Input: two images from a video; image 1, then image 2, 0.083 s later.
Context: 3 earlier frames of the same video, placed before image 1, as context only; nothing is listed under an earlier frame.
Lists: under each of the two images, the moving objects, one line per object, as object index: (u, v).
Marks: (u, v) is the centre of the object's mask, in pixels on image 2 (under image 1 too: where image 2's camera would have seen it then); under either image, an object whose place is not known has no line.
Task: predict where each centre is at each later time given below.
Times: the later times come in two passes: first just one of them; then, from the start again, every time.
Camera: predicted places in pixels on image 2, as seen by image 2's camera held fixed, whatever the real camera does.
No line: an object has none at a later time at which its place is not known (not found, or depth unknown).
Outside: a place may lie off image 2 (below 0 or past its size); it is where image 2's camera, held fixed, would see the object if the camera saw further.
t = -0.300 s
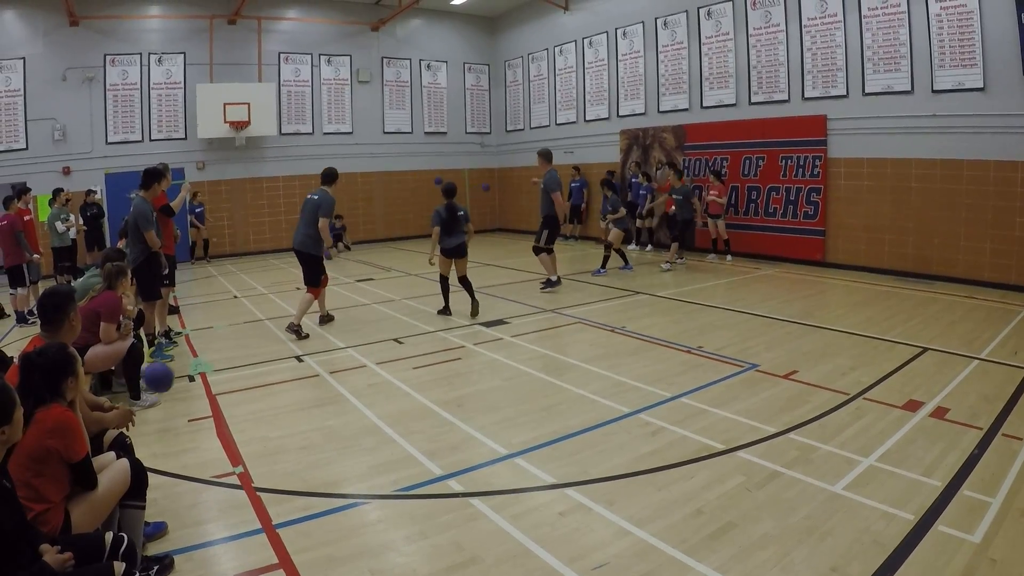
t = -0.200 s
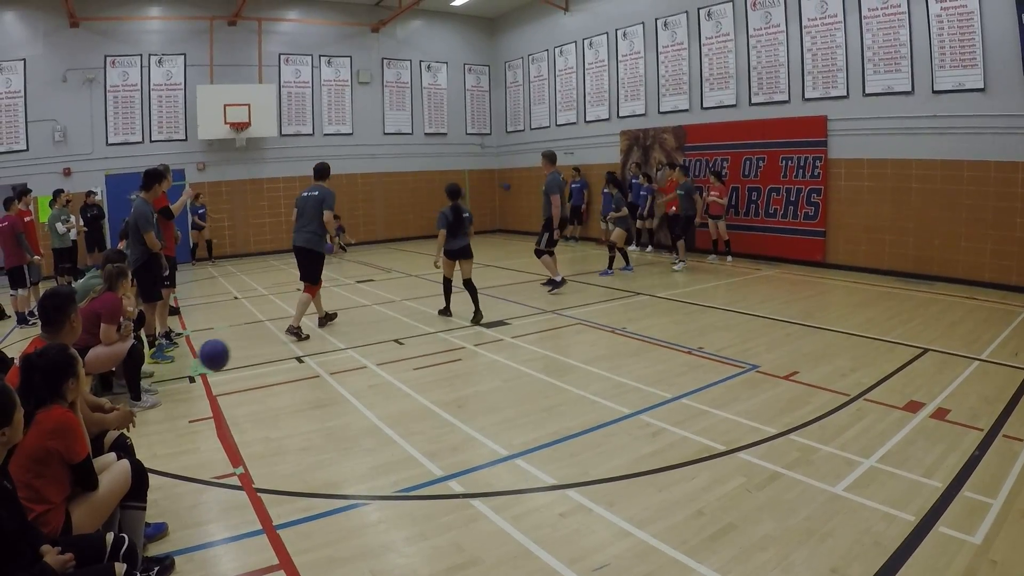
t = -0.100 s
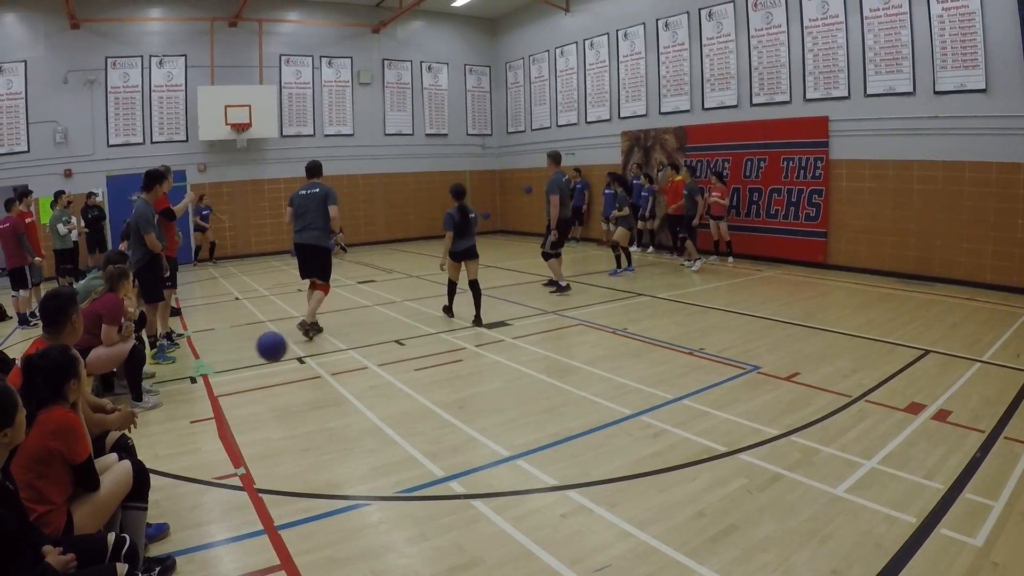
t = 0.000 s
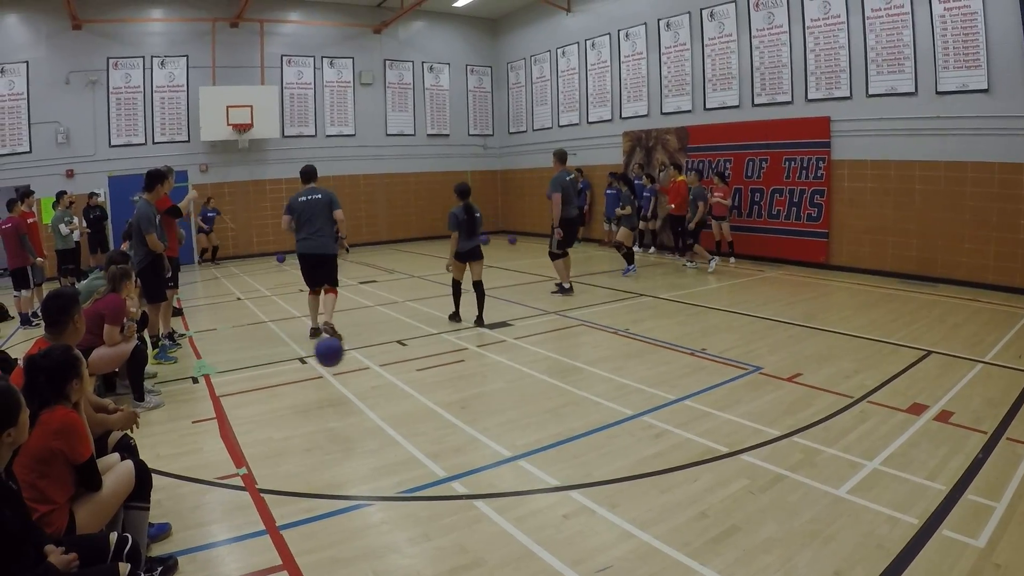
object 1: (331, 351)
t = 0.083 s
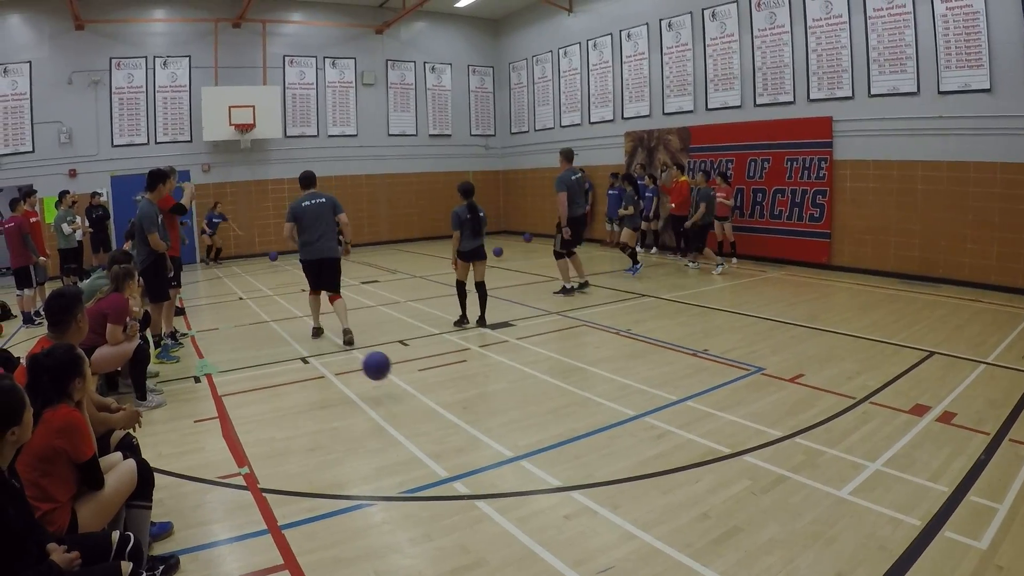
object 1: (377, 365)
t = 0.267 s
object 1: (439, 362)
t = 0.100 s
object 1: (385, 369)
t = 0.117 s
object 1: (394, 373)
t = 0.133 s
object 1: (403, 378)
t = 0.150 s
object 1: (412, 383)
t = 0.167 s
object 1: (416, 381)
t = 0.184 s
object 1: (420, 377)
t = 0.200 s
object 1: (424, 373)
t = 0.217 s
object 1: (428, 370)
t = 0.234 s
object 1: (431, 367)
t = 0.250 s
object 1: (435, 364)
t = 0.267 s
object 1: (439, 362)
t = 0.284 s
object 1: (443, 359)
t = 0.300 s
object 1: (447, 358)
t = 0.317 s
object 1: (451, 356)
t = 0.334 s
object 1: (455, 356)
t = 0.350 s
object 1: (459, 355)
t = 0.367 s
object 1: (463, 355)
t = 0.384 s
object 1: (467, 355)
